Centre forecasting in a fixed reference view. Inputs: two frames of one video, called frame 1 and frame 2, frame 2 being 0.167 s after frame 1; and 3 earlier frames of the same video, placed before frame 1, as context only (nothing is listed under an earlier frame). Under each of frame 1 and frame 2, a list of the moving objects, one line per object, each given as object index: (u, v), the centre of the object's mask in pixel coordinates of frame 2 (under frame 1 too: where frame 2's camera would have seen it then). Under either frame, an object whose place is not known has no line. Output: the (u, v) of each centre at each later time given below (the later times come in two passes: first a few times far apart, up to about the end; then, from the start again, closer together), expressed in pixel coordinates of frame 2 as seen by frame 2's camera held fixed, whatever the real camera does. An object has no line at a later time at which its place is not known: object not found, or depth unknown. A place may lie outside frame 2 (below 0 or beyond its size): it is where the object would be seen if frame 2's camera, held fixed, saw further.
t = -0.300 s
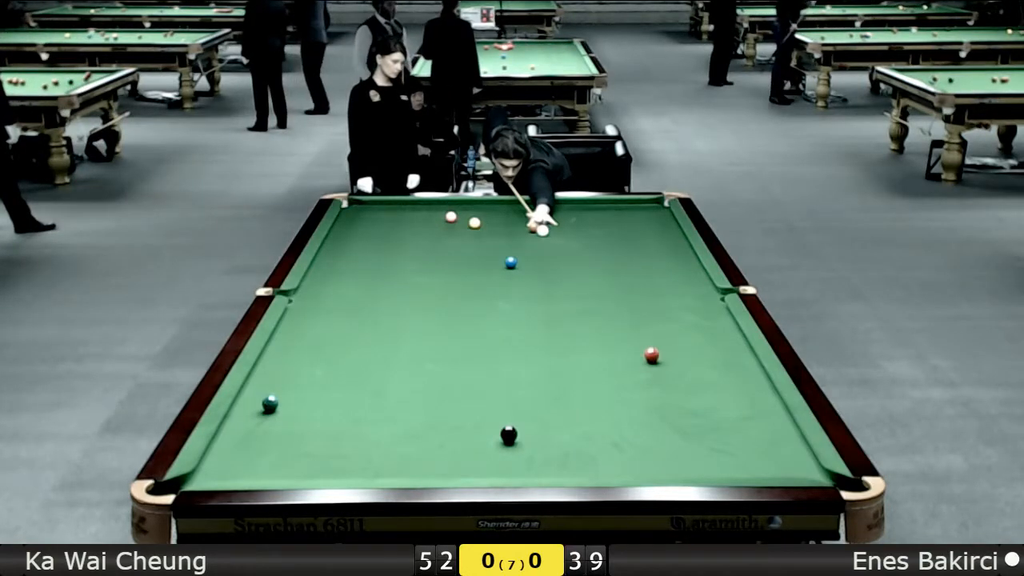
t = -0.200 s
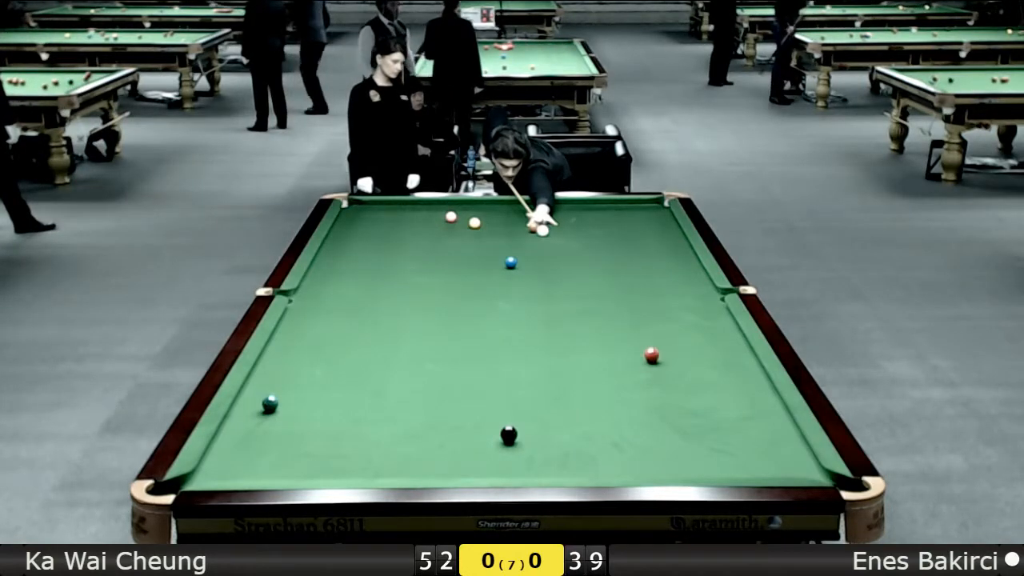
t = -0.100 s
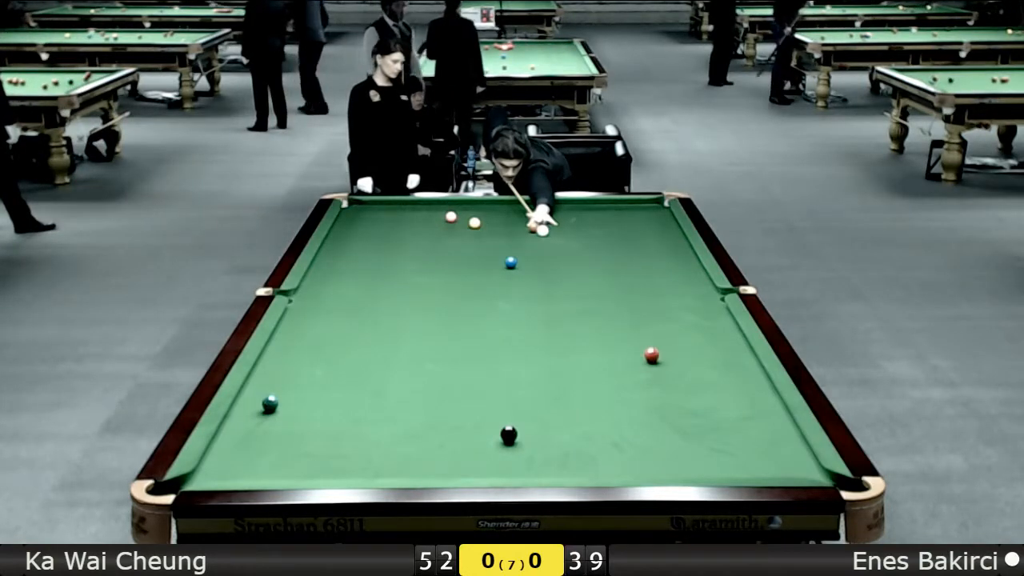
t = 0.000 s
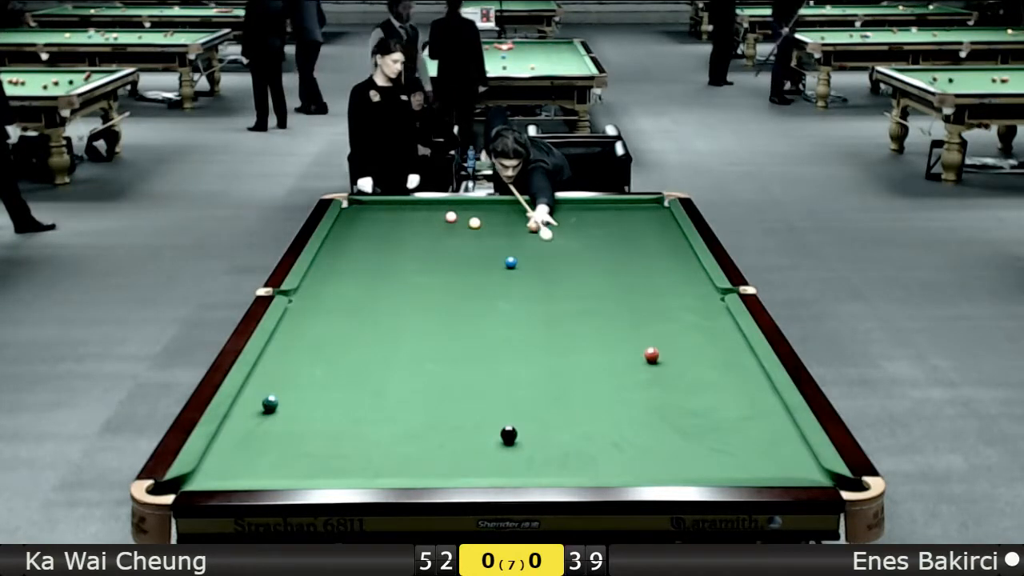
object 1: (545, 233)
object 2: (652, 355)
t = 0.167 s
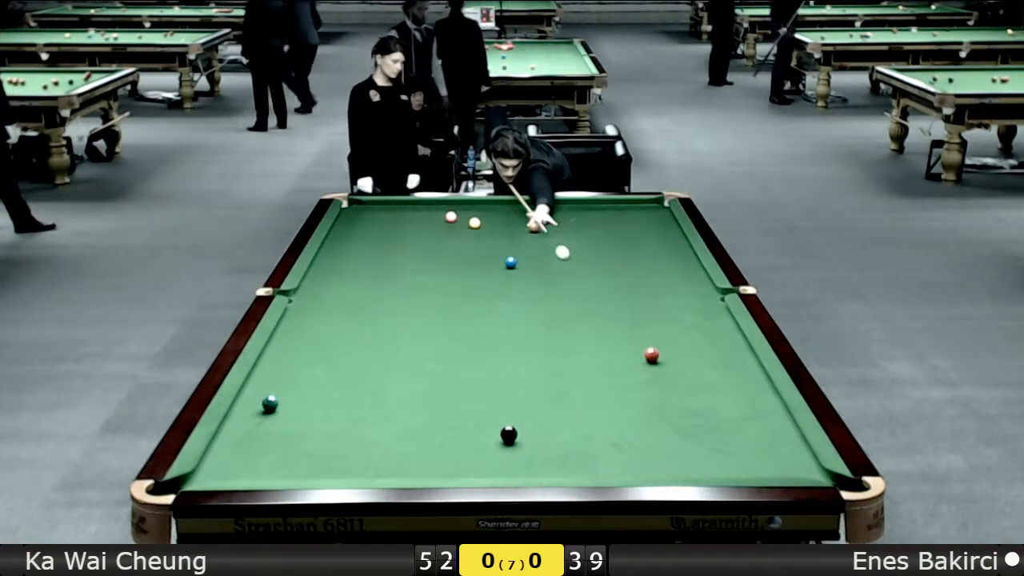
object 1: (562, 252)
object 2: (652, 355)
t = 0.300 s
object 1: (577, 268)
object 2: (652, 355)
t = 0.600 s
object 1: (616, 310)
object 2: (652, 355)
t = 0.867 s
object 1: (659, 349)
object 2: (651, 362)
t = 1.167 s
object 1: (713, 363)
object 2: (649, 411)
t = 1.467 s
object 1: (758, 379)
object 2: (647, 458)
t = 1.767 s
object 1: (739, 391)
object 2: (633, 456)
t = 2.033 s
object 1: (723, 402)
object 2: (618, 432)
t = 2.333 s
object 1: (706, 414)
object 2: (604, 409)
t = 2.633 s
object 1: (689, 425)
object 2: (591, 389)
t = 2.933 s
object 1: (672, 437)
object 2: (580, 371)
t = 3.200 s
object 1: (658, 446)
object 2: (570, 357)
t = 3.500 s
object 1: (643, 456)
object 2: (562, 343)
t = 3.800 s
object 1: (629, 466)
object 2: (554, 331)
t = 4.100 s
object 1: (616, 472)
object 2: (547, 320)
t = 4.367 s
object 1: (607, 470)
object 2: (542, 312)
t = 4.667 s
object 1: (598, 468)
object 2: (537, 303)
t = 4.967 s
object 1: (592, 466)
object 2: (532, 295)
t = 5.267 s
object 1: (588, 465)
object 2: (529, 288)
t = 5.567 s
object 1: (585, 462)
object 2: (525, 282)
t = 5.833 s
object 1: (585, 462)
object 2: (523, 277)
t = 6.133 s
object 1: (585, 462)
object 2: (520, 273)
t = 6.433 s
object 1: (585, 462)
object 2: (517, 268)
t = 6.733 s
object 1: (585, 462)
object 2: (516, 265)
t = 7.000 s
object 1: (585, 462)
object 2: (517, 265)
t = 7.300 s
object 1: (586, 462)
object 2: (518, 264)
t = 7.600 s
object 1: (586, 462)
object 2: (518, 264)
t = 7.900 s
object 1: (586, 462)
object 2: (518, 264)
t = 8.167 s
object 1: (585, 462)
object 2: (518, 264)
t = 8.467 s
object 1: (585, 462)
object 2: (518, 264)
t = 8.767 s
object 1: (585, 462)
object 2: (518, 264)
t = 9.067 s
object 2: (518, 264)
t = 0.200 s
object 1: (566, 256)
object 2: (652, 355)
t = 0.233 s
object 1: (570, 260)
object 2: (652, 355)
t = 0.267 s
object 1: (573, 264)
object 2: (652, 355)
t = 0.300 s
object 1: (577, 268)
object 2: (652, 355)
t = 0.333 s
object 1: (581, 273)
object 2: (652, 355)
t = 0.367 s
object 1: (585, 277)
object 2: (652, 355)
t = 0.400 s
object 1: (589, 281)
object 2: (652, 355)
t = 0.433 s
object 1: (593, 286)
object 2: (652, 355)
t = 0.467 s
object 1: (597, 290)
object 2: (652, 355)
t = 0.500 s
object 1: (602, 295)
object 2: (652, 355)
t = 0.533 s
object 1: (606, 300)
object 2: (652, 355)
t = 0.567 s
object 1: (611, 305)
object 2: (652, 355)
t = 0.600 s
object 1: (616, 310)
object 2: (652, 355)
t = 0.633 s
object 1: (621, 316)
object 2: (652, 355)
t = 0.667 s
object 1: (626, 321)
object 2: (652, 355)
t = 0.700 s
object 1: (631, 327)
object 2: (652, 355)
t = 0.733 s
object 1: (636, 332)
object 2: (651, 355)
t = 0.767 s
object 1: (642, 338)
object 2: (652, 355)
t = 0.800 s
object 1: (647, 343)
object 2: (652, 356)
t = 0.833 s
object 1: (653, 347)
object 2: (652, 357)
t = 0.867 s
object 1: (659, 349)
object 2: (651, 362)
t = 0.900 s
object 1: (665, 350)
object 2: (651, 368)
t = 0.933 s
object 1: (671, 352)
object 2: (651, 374)
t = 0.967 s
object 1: (677, 353)
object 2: (650, 379)
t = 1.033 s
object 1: (689, 356)
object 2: (650, 390)
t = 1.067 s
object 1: (695, 357)
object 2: (650, 395)
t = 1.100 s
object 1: (701, 359)
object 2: (649, 401)
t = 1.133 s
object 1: (707, 361)
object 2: (649, 406)
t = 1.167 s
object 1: (713, 363)
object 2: (649, 411)
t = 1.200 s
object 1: (719, 365)
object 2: (648, 415)
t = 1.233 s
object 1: (726, 367)
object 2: (648, 420)
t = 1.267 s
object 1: (732, 368)
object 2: (648, 425)
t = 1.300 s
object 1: (738, 370)
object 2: (648, 430)
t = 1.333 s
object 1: (744, 372)
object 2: (648, 436)
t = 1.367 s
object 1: (750, 374)
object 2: (647, 441)
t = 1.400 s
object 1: (757, 376)
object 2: (647, 447)
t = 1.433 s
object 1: (760, 377)
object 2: (647, 452)
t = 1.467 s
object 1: (758, 379)
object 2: (647, 458)
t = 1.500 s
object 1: (755, 380)
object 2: (646, 464)
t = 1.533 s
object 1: (753, 381)
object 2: (646, 468)
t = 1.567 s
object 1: (751, 383)
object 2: (646, 471)
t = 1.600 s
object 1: (749, 384)
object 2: (644, 471)
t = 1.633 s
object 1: (747, 385)
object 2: (642, 469)
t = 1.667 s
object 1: (745, 387)
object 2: (640, 466)
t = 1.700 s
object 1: (743, 388)
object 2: (638, 463)
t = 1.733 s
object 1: (741, 390)
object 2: (635, 459)
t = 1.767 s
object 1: (739, 391)
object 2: (633, 456)
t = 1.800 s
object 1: (737, 392)
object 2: (631, 453)
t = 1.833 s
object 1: (735, 393)
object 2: (629, 450)
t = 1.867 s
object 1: (733, 395)
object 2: (627, 447)
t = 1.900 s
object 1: (731, 396)
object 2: (625, 444)
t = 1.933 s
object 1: (729, 398)
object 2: (624, 441)
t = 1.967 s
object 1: (727, 399)
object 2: (622, 438)
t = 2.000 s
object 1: (725, 400)
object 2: (620, 435)
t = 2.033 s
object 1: (723, 402)
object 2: (618, 432)
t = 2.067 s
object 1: (721, 403)
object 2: (617, 430)
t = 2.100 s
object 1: (719, 405)
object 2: (615, 427)
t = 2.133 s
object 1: (717, 406)
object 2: (613, 424)
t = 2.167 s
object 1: (715, 407)
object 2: (612, 421)
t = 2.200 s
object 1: (713, 409)
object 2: (610, 419)
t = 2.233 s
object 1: (711, 409)
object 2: (608, 416)
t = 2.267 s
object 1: (710, 411)
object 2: (607, 414)
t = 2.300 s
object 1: (708, 413)
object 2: (605, 411)
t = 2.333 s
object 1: (706, 414)
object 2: (604, 409)
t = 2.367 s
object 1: (704, 415)
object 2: (602, 406)
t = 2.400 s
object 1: (702, 416)
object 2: (601, 404)
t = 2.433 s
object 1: (700, 417)
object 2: (599, 402)
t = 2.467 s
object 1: (698, 419)
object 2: (598, 399)
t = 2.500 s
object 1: (696, 420)
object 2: (596, 397)
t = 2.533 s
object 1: (694, 422)
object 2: (595, 395)
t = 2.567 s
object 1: (692, 423)
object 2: (594, 393)
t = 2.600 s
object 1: (691, 424)
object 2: (592, 391)
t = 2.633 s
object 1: (689, 425)
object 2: (591, 389)
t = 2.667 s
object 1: (687, 427)
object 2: (589, 387)
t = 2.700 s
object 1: (685, 428)
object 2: (588, 384)
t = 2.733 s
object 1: (683, 429)
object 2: (587, 382)
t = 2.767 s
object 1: (681, 430)
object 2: (585, 380)
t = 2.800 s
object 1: (679, 432)
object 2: (584, 379)
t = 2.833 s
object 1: (678, 433)
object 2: (583, 377)
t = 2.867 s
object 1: (676, 434)
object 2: (582, 375)
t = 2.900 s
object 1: (674, 435)
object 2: (581, 373)
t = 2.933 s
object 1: (672, 437)
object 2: (580, 371)
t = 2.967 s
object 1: (670, 438)
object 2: (578, 369)
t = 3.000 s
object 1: (669, 439)
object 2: (577, 367)
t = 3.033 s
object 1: (667, 440)
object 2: (576, 366)
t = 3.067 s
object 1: (665, 441)
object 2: (575, 365)
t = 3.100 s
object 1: (663, 443)
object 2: (574, 362)
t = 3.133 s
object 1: (662, 444)
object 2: (573, 361)
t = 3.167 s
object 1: (660, 445)
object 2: (571, 359)
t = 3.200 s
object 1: (658, 446)
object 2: (570, 357)
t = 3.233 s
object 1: (657, 448)
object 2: (569, 356)
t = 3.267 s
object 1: (655, 449)
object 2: (569, 354)
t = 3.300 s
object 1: (653, 450)
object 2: (568, 352)
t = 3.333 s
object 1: (652, 451)
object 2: (567, 351)
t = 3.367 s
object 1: (650, 452)
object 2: (566, 349)
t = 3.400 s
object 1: (648, 453)
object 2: (564, 348)
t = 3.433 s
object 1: (647, 454)
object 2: (564, 346)
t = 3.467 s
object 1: (645, 455)
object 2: (563, 345)
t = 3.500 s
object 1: (643, 456)
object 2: (562, 343)
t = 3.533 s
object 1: (642, 458)
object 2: (561, 342)
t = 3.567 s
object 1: (640, 459)
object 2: (560, 341)
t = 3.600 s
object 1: (638, 460)
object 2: (559, 339)
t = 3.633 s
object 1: (637, 461)
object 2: (558, 338)
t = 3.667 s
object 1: (635, 462)
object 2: (557, 336)
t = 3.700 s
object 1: (634, 463)
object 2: (556, 335)
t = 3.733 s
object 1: (632, 464)
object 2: (556, 334)
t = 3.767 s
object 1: (631, 465)
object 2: (555, 332)
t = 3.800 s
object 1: (629, 466)
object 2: (554, 331)
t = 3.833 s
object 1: (628, 467)
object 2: (553, 330)
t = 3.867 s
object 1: (626, 468)
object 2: (553, 329)
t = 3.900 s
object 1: (625, 468)
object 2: (552, 327)
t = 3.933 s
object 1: (624, 469)
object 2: (551, 326)
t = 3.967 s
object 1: (622, 469)
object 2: (550, 325)
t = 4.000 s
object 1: (621, 470)
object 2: (550, 324)
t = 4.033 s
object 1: (619, 470)
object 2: (549, 322)
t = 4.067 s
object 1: (618, 471)
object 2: (548, 321)
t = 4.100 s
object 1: (616, 472)
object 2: (547, 320)
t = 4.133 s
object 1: (615, 473)
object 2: (547, 319)
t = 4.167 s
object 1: (614, 473)
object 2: (546, 318)
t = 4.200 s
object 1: (613, 472)
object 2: (545, 317)
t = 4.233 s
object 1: (611, 471)
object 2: (545, 315)
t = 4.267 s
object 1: (611, 471)
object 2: (544, 315)
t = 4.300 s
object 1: (610, 471)
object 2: (543, 314)
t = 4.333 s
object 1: (608, 470)
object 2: (543, 313)
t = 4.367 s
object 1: (607, 470)
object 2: (542, 312)
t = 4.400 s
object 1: (606, 470)
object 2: (541, 310)
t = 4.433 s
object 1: (605, 469)
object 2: (541, 310)
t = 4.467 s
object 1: (604, 469)
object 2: (540, 308)
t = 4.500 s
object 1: (603, 468)
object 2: (540, 307)
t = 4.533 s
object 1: (602, 469)
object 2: (539, 306)
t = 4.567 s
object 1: (601, 468)
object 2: (538, 305)
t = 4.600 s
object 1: (600, 468)
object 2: (538, 304)
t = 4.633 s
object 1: (599, 468)
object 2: (537, 304)
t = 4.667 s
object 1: (598, 468)
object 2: (537, 303)
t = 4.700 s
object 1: (598, 467)
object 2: (536, 302)
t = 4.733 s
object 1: (597, 467)
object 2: (536, 301)
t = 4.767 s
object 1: (596, 467)
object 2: (535, 300)
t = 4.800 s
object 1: (595, 467)
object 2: (535, 299)
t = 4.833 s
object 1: (595, 466)
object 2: (534, 298)
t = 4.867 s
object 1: (594, 467)
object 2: (534, 297)
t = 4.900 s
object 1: (594, 467)
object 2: (533, 297)
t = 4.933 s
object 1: (593, 466)
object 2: (533, 296)
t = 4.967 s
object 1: (592, 466)
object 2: (532, 295)
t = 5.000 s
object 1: (592, 466)
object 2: (532, 294)
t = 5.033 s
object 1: (591, 466)
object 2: (531, 293)
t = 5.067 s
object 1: (591, 466)
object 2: (531, 293)
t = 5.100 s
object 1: (591, 466)
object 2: (530, 292)
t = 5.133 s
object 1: (590, 465)
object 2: (530, 291)
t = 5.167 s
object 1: (589, 465)
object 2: (530, 290)
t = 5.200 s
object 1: (589, 465)
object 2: (529, 289)
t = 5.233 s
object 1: (589, 465)
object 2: (529, 289)
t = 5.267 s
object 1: (588, 465)
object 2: (529, 288)
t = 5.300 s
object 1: (588, 464)
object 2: (528, 288)
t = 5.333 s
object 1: (587, 464)
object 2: (528, 287)
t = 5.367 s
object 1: (587, 464)
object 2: (527, 286)
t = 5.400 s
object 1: (587, 463)
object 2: (527, 285)
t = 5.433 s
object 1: (586, 463)
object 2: (527, 285)
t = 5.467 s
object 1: (586, 463)
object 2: (526, 284)
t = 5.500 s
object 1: (586, 463)
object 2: (526, 283)
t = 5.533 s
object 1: (586, 463)
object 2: (525, 283)
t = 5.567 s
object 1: (585, 462)
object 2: (525, 282)
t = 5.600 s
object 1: (585, 462)
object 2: (525, 281)
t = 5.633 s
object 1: (585, 462)
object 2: (525, 281)
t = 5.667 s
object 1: (585, 462)
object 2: (524, 280)
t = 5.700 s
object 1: (585, 462)
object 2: (524, 280)
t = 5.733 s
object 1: (585, 462)
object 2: (523, 279)
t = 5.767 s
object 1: (585, 462)
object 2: (524, 278)
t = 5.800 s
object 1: (585, 462)
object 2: (523, 278)
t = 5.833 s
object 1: (585, 462)
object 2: (523, 277)
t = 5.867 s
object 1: (585, 462)
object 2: (522, 276)
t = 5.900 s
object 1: (585, 462)
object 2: (522, 276)
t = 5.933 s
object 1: (585, 462)
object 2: (522, 275)
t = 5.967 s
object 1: (585, 462)
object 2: (521, 275)
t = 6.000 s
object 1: (585, 462)
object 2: (521, 274)
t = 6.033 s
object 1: (585, 462)
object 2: (520, 274)
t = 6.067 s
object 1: (585, 462)
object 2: (520, 273)
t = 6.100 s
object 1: (585, 462)
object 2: (520, 273)
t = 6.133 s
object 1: (585, 462)
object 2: (520, 273)
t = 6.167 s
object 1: (585, 462)
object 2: (520, 272)
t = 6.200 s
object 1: (585, 462)
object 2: (519, 271)
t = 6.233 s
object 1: (585, 462)
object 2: (519, 271)
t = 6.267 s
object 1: (585, 462)
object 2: (519, 270)
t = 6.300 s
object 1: (585, 462)
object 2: (518, 270)
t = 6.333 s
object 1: (585, 462)
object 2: (518, 270)
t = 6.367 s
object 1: (585, 462)
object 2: (518, 269)
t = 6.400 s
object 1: (585, 462)
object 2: (517, 269)
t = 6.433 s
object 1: (585, 462)
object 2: (517, 268)
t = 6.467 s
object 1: (585, 462)
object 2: (517, 268)
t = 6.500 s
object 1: (585, 462)
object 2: (517, 267)
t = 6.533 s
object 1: (585, 462)
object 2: (517, 267)
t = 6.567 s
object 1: (585, 462)
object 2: (516, 267)
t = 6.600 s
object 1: (585, 462)
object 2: (516, 266)
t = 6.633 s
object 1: (585, 462)
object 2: (516, 266)
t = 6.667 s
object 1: (585, 462)
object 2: (516, 265)
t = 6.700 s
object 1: (585, 462)
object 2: (516, 265)
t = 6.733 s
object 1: (585, 462)
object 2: (516, 265)
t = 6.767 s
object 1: (585, 462)
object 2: (516, 265)
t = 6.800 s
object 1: (585, 462)
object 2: (516, 265)
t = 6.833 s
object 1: (585, 462)
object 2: (517, 265)
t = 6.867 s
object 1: (585, 462)
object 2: (517, 265)
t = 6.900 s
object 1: (585, 462)
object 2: (517, 265)
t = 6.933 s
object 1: (585, 462)
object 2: (517, 265)
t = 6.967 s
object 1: (585, 462)
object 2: (517, 265)
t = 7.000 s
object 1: (585, 462)
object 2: (517, 265)
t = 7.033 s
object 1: (585, 462)
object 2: (517, 265)
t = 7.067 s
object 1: (585, 462)
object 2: (517, 265)
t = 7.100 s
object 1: (585, 462)
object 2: (517, 265)
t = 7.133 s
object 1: (585, 462)
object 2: (518, 265)
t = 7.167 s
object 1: (585, 462)
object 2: (518, 264)
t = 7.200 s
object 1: (586, 462)
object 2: (518, 264)
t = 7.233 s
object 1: (586, 462)
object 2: (518, 264)
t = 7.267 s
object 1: (586, 462)
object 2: (518, 264)
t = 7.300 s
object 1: (586, 462)
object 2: (518, 264)
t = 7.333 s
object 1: (586, 462)
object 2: (518, 264)
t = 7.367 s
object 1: (586, 462)
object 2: (518, 264)
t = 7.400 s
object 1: (586, 462)
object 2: (518, 264)
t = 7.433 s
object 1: (586, 462)
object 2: (518, 264)
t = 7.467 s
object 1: (586, 462)
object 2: (518, 264)
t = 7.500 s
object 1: (586, 462)
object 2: (518, 264)
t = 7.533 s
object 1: (586, 462)
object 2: (518, 264)
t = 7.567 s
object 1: (586, 462)
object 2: (518, 264)
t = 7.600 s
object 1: (586, 462)
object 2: (518, 264)
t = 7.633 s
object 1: (586, 462)
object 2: (518, 264)
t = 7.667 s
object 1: (586, 462)
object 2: (518, 264)
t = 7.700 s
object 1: (586, 462)
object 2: (518, 264)
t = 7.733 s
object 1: (586, 462)
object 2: (518, 264)
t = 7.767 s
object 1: (586, 462)
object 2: (518, 264)
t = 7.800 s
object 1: (586, 462)
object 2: (518, 264)
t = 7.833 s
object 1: (586, 462)
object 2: (518, 264)
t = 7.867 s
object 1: (586, 462)
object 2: (518, 264)
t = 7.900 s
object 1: (586, 462)
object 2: (518, 264)
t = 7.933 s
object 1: (586, 462)
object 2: (518, 264)
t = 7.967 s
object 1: (586, 462)
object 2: (518, 264)
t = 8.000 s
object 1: (586, 462)
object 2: (518, 264)
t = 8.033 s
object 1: (586, 462)
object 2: (518, 264)
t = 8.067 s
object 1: (586, 462)
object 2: (518, 264)
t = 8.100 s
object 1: (586, 462)
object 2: (518, 264)
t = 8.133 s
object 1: (585, 462)
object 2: (518, 264)
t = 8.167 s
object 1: (585, 462)
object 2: (518, 264)
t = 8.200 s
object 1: (585, 462)
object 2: (518, 264)
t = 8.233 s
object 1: (585, 462)
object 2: (518, 264)
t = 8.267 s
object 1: (585, 462)
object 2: (518, 264)
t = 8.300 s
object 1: (585, 462)
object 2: (518, 264)
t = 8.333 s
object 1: (585, 462)
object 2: (518, 264)
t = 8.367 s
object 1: (585, 462)
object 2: (518, 264)
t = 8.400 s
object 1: (585, 462)
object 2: (518, 264)
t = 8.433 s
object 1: (585, 462)
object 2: (518, 264)
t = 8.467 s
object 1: (585, 462)
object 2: (518, 264)
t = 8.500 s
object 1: (585, 462)
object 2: (518, 264)
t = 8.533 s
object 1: (585, 462)
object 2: (518, 264)
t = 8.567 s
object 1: (585, 462)
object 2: (518, 264)
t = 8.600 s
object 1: (585, 462)
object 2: (518, 264)
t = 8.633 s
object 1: (585, 462)
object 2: (518, 264)
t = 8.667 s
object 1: (585, 462)
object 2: (518, 264)
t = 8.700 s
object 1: (585, 462)
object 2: (518, 264)
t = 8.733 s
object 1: (585, 462)
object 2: (518, 264)
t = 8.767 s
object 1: (585, 462)
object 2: (518, 264)
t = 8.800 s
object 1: (585, 462)
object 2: (518, 264)
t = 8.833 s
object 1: (585, 462)
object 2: (518, 264)
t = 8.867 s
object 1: (585, 462)
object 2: (518, 264)
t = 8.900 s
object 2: (518, 264)
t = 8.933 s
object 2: (518, 264)
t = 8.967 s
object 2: (518, 264)
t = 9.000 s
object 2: (518, 264)
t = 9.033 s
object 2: (518, 264)
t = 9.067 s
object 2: (518, 264)
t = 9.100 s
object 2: (518, 264)
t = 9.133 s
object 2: (518, 264)
